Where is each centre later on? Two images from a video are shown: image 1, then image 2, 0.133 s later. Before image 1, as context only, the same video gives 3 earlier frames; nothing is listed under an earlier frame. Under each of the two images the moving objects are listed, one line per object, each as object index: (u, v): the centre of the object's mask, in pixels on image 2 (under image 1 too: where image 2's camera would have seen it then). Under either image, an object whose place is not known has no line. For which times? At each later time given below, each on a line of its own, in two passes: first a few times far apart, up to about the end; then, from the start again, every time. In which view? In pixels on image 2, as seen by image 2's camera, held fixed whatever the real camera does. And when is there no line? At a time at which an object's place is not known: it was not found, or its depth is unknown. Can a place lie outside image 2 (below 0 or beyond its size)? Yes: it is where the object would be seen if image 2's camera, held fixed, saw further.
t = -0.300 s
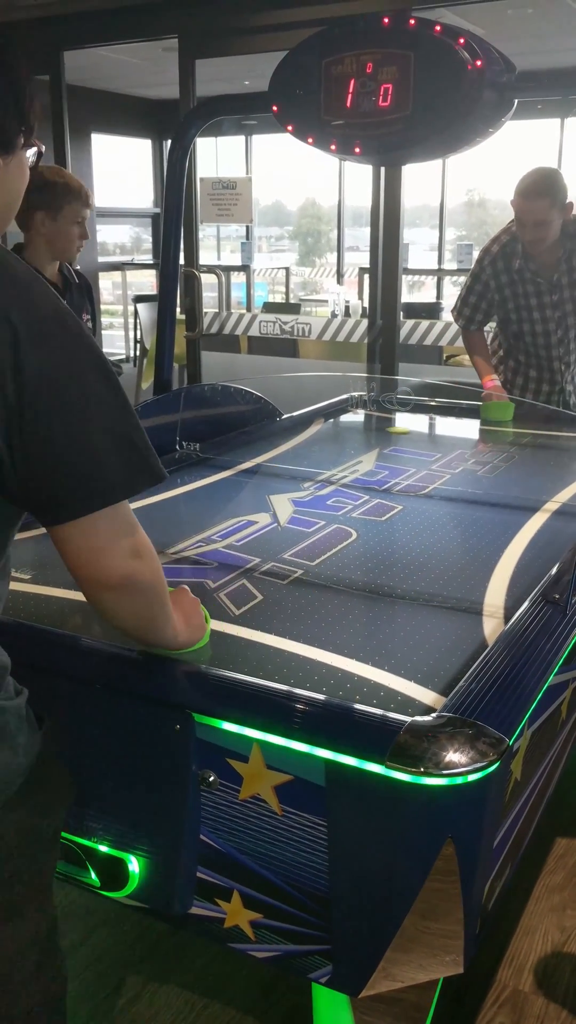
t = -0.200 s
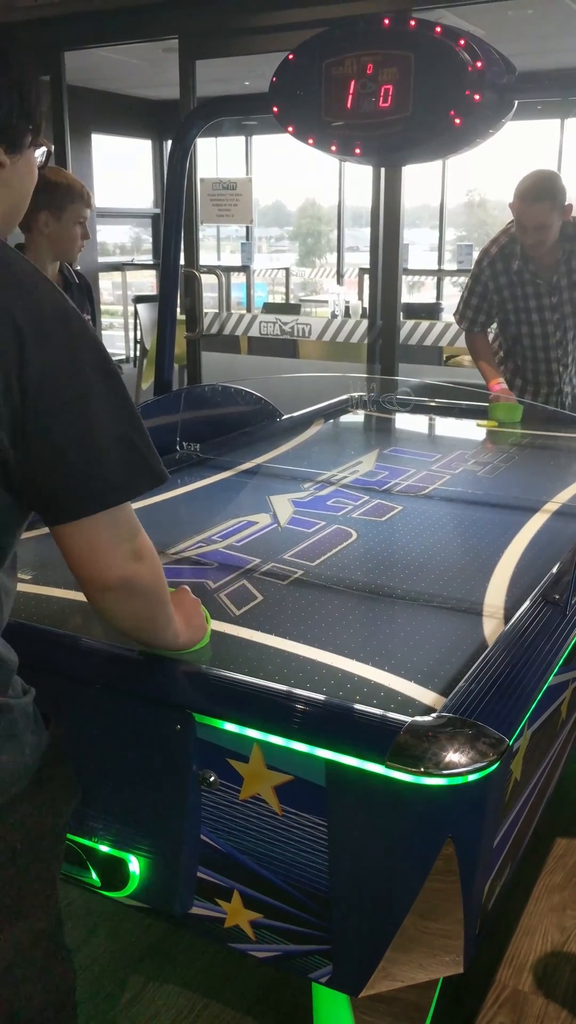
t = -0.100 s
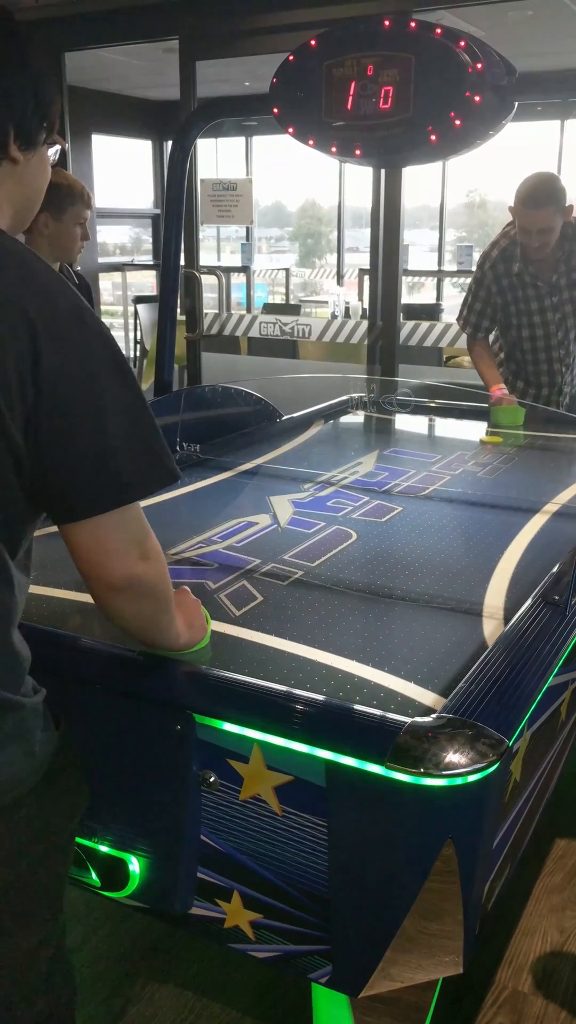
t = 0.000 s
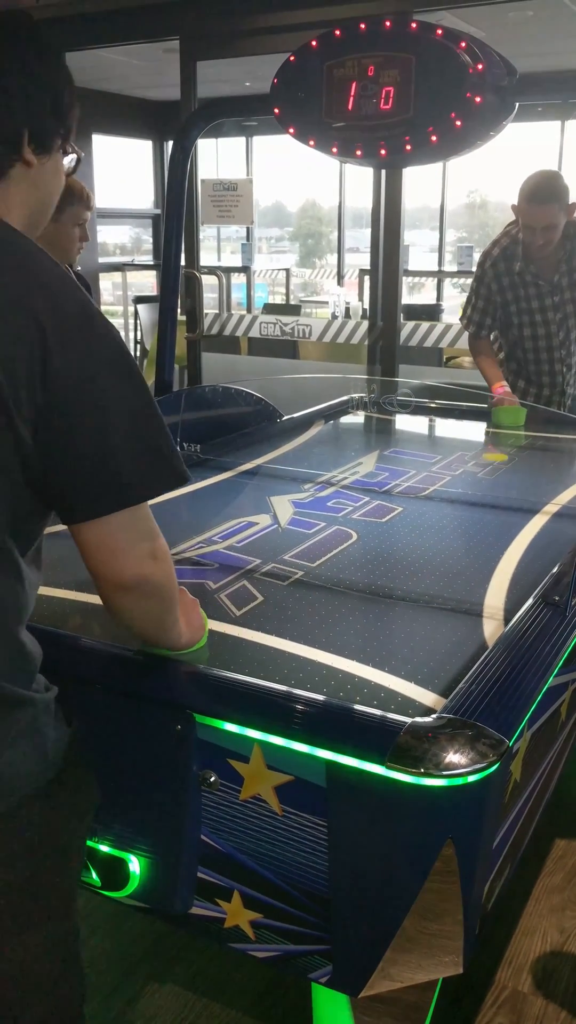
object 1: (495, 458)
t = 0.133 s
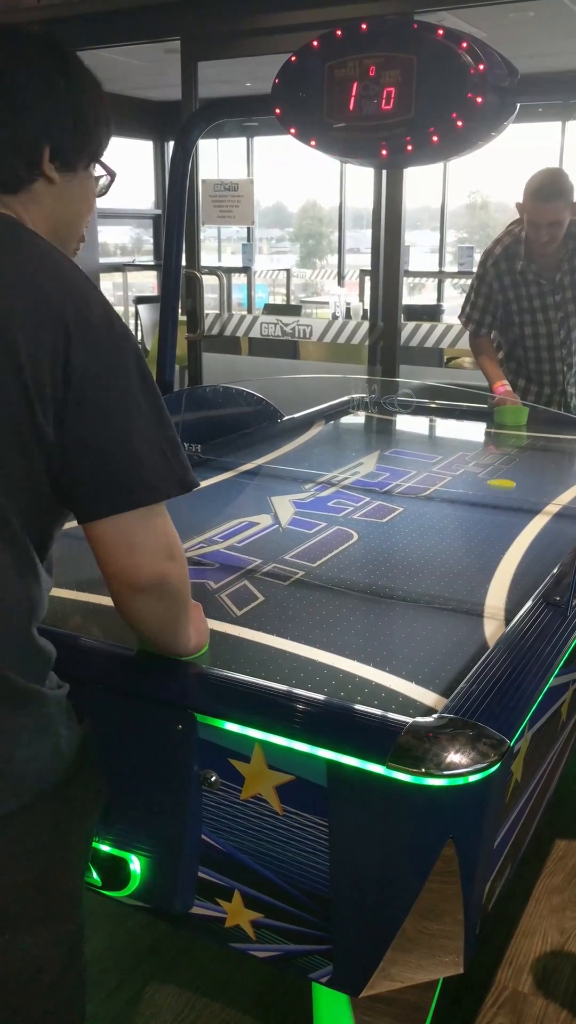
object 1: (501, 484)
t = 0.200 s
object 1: (505, 500)
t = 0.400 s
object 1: (514, 558)
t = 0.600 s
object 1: (466, 641)
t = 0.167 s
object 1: (502, 491)
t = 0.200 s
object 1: (505, 500)
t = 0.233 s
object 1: (506, 508)
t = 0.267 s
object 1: (508, 516)
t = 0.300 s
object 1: (509, 525)
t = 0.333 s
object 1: (510, 536)
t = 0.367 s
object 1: (512, 546)
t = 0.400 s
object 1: (514, 558)
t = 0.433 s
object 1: (517, 571)
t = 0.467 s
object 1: (519, 584)
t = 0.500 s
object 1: (516, 597)
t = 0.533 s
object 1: (510, 612)
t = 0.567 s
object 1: (490, 626)
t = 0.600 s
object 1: (466, 641)
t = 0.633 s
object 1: (438, 656)
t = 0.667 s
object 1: (408, 673)
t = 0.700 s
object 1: (369, 693)
